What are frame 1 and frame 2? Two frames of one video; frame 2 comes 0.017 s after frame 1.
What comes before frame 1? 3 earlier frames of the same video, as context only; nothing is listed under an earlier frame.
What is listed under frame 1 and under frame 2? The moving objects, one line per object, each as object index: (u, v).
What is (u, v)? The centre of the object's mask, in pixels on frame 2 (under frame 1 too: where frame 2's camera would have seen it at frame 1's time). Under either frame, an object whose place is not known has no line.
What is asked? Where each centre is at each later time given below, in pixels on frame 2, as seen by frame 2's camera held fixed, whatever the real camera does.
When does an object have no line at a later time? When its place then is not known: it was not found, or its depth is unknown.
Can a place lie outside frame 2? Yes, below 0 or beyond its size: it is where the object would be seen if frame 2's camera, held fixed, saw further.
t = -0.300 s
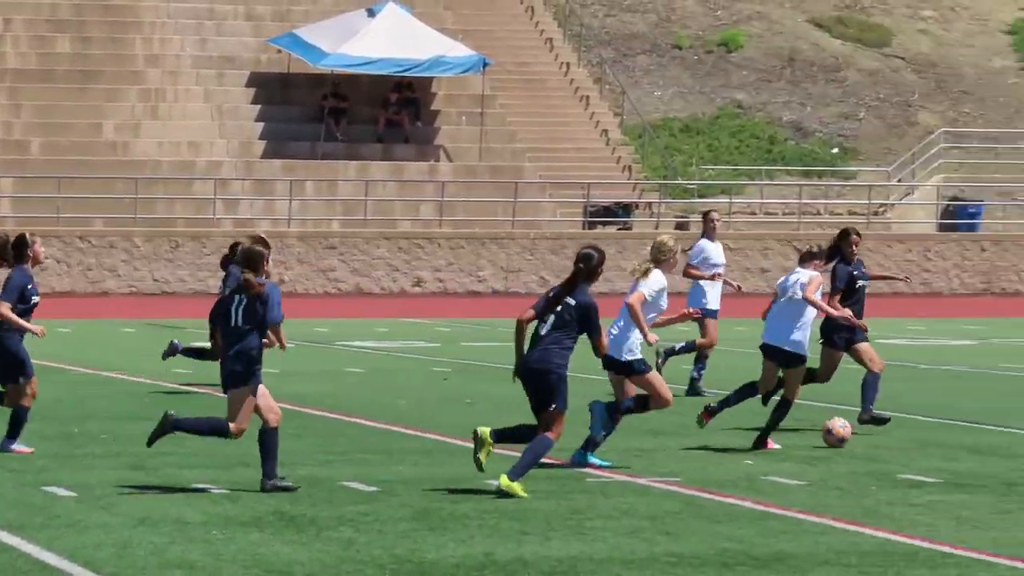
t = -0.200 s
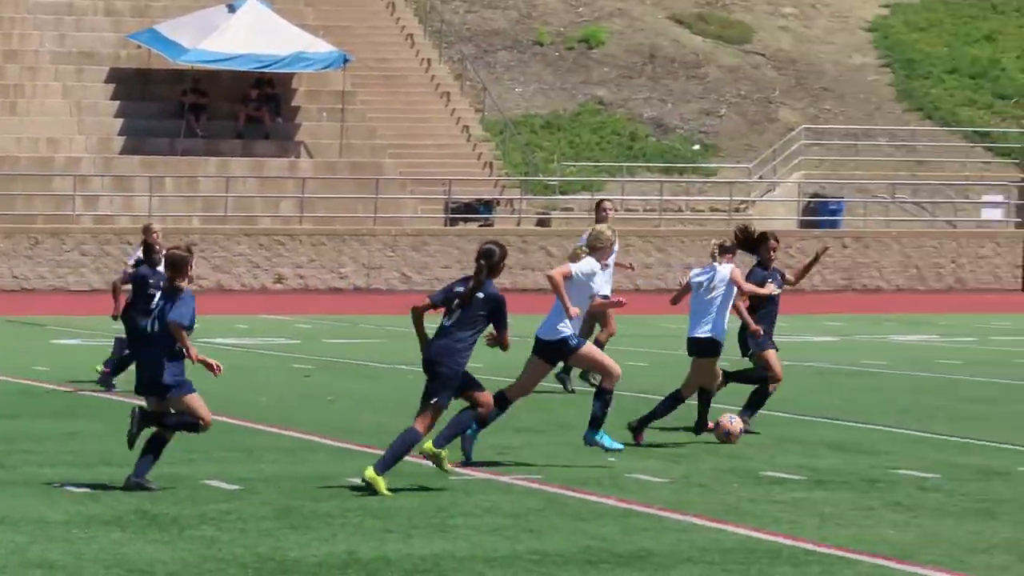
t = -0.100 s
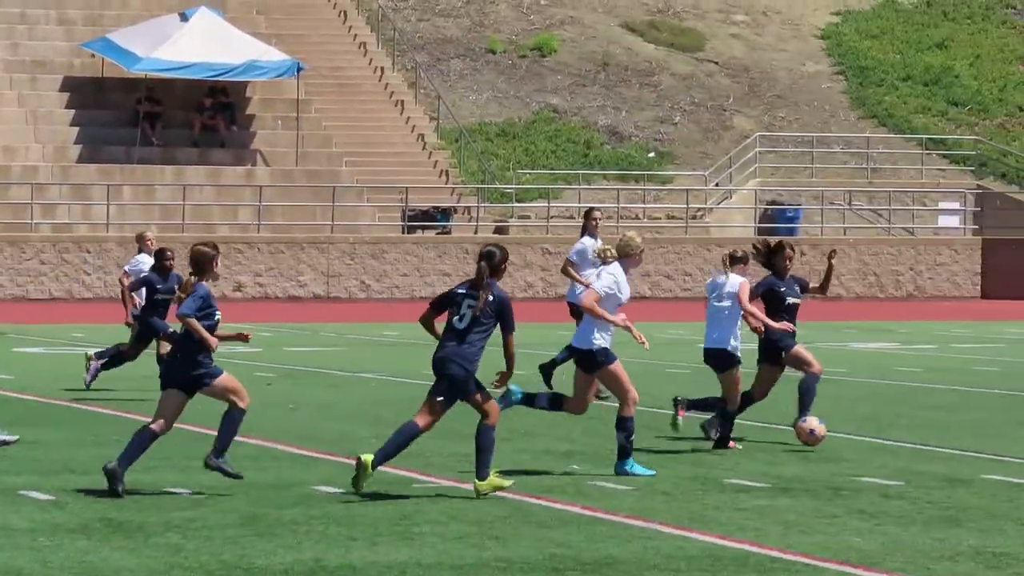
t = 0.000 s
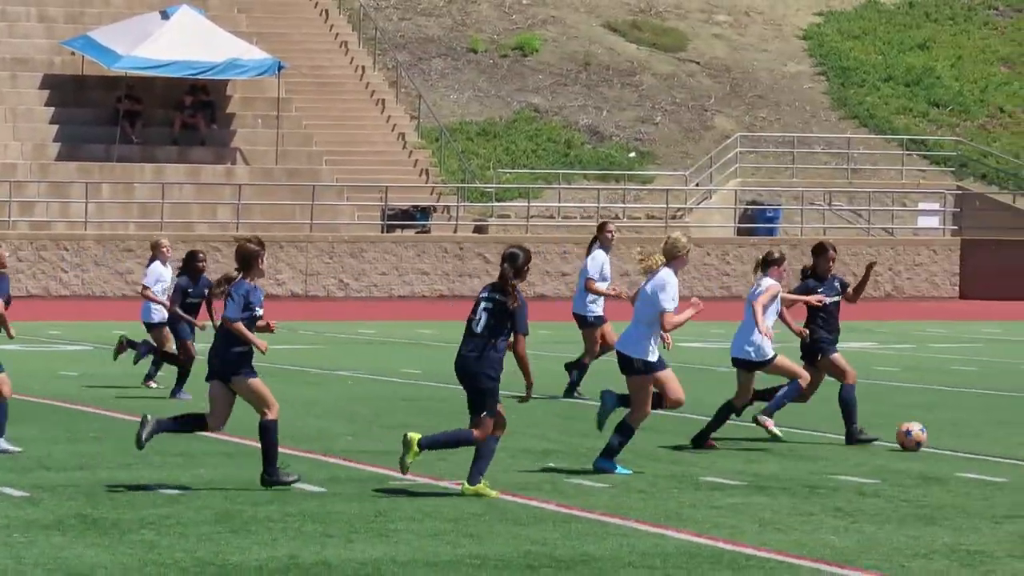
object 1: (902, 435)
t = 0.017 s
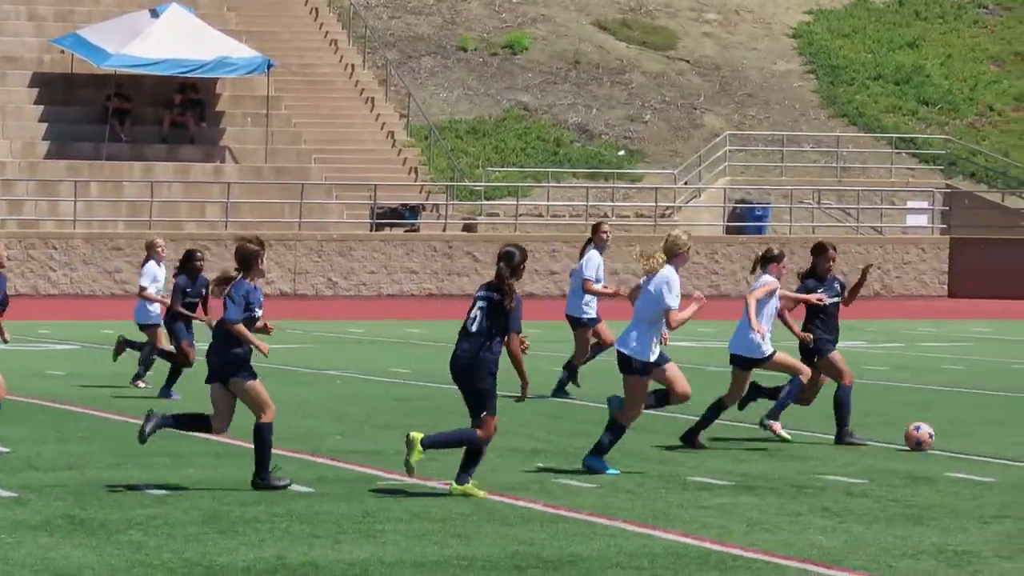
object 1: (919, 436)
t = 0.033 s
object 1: (939, 436)
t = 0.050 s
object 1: (957, 435)
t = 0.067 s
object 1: (974, 434)
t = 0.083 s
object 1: (992, 434)
